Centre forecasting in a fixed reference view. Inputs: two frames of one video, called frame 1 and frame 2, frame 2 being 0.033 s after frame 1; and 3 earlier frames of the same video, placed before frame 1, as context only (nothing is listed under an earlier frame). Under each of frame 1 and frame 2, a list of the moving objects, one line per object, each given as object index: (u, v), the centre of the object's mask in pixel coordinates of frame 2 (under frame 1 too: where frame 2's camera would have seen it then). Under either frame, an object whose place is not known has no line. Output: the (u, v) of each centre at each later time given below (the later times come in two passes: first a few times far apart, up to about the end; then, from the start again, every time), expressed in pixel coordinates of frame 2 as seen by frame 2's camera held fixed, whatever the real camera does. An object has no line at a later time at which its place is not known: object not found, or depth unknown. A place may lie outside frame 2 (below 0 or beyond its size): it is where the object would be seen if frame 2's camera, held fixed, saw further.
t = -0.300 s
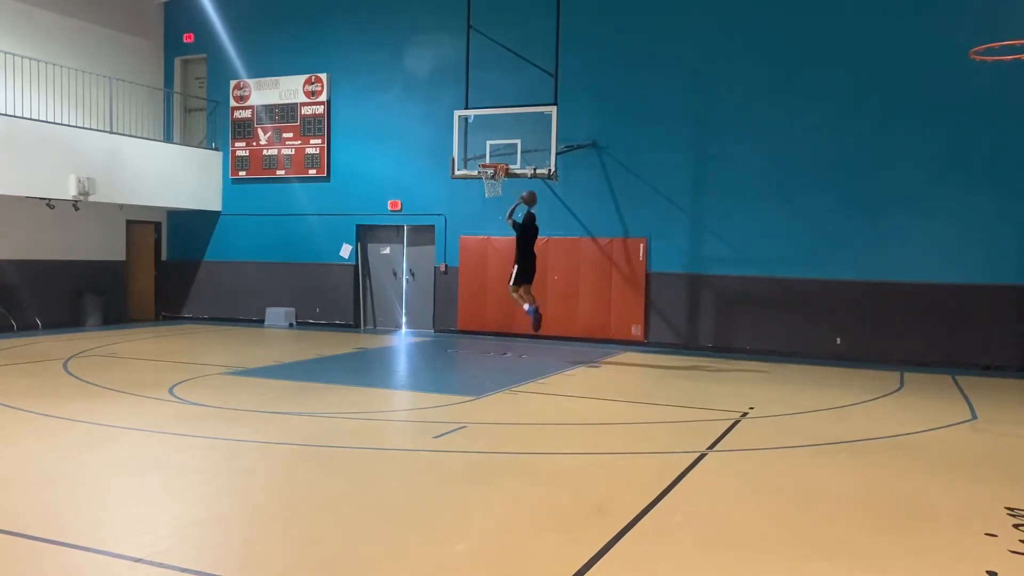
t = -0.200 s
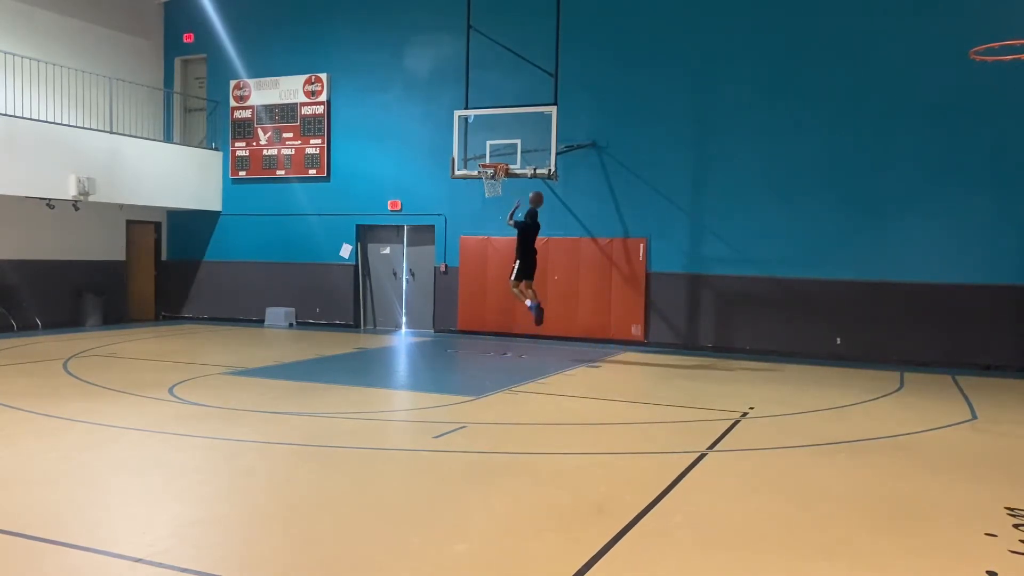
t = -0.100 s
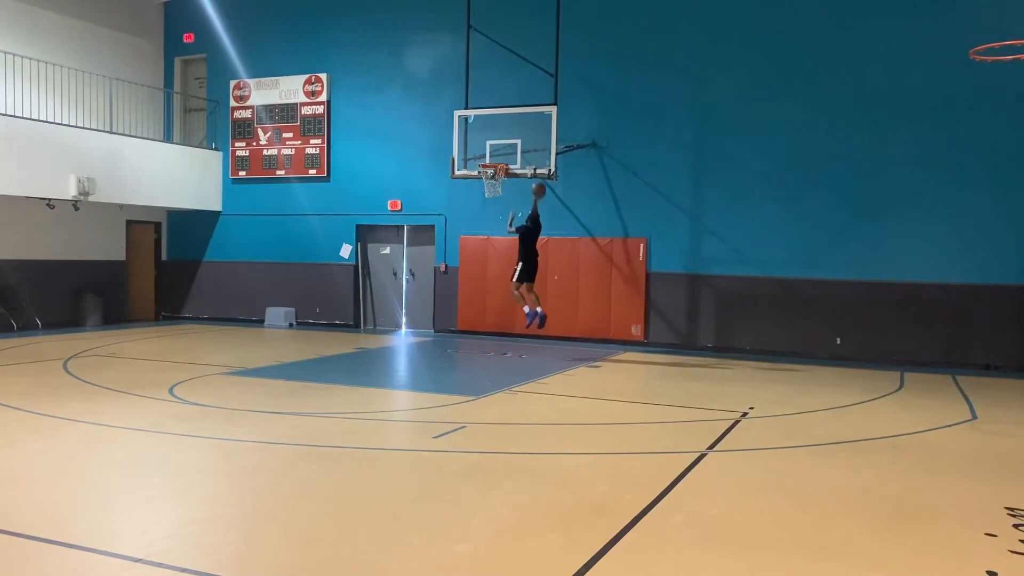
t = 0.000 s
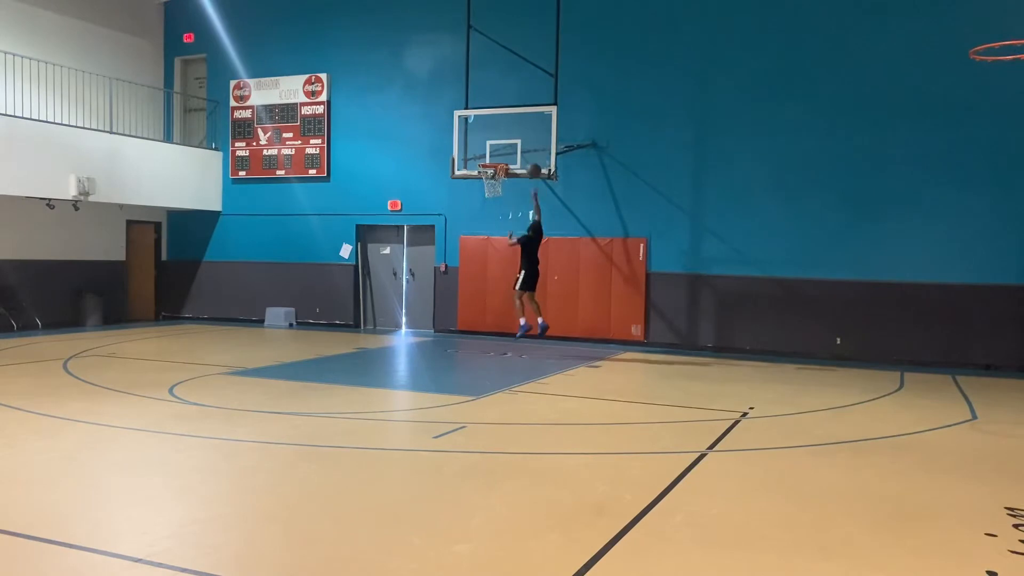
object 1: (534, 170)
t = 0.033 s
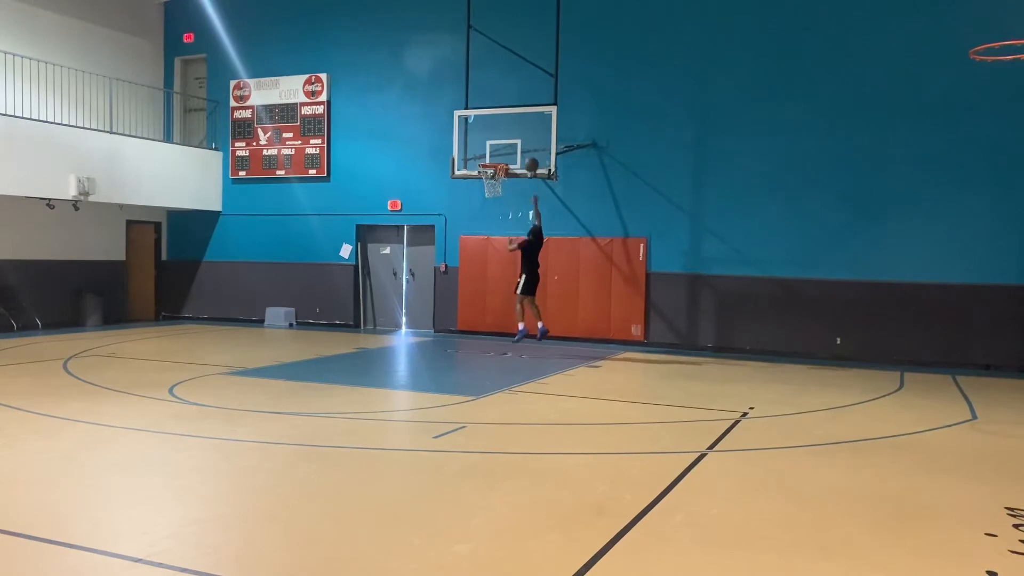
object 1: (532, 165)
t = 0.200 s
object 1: (520, 147)
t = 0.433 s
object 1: (500, 155)
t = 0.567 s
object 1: (487, 174)
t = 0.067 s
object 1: (529, 160)
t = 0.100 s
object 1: (527, 155)
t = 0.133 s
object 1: (524, 152)
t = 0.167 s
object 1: (522, 149)
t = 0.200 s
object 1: (520, 147)
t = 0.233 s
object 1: (518, 146)
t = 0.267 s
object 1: (514, 146)
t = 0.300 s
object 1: (511, 146)
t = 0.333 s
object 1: (509, 147)
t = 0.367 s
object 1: (506, 149)
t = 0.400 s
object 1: (502, 152)
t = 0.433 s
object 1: (500, 155)
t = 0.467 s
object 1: (496, 158)
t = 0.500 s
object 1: (493, 164)
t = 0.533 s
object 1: (490, 171)
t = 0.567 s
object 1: (487, 174)
